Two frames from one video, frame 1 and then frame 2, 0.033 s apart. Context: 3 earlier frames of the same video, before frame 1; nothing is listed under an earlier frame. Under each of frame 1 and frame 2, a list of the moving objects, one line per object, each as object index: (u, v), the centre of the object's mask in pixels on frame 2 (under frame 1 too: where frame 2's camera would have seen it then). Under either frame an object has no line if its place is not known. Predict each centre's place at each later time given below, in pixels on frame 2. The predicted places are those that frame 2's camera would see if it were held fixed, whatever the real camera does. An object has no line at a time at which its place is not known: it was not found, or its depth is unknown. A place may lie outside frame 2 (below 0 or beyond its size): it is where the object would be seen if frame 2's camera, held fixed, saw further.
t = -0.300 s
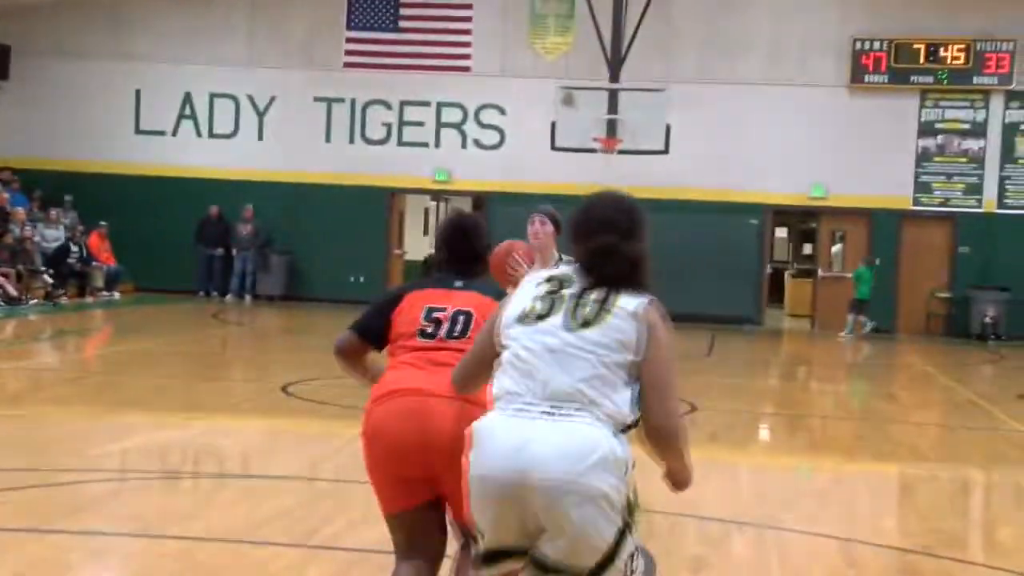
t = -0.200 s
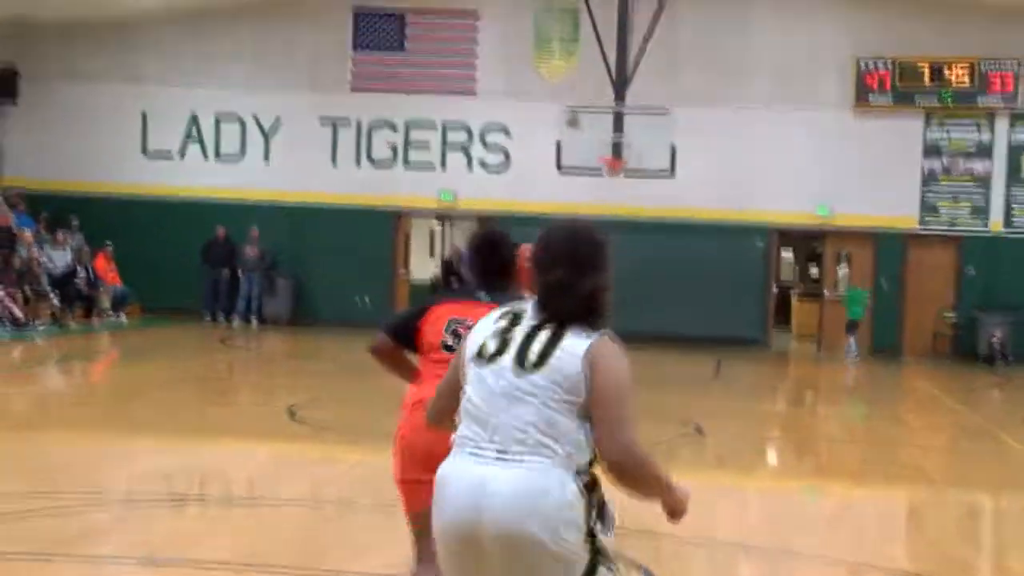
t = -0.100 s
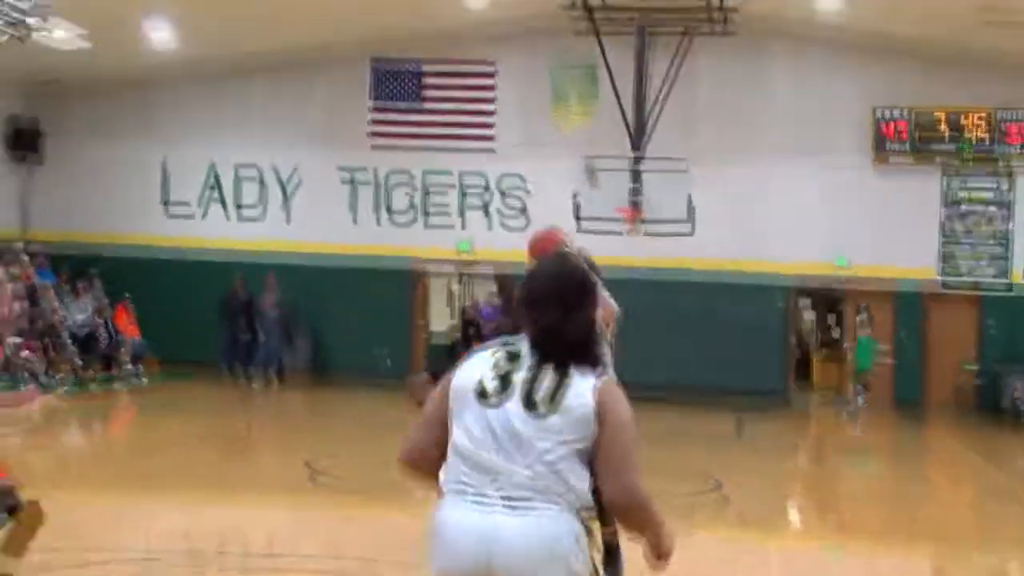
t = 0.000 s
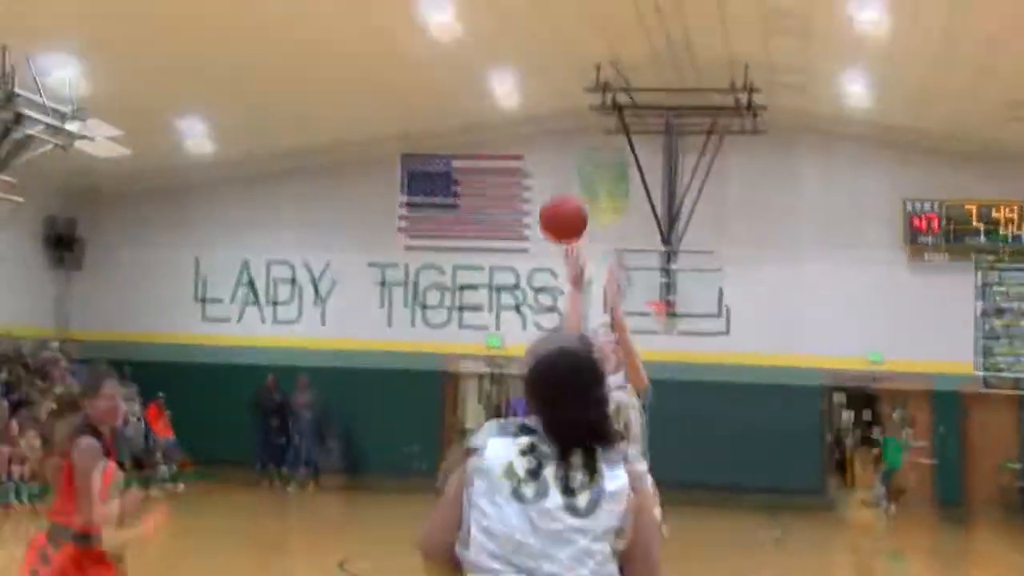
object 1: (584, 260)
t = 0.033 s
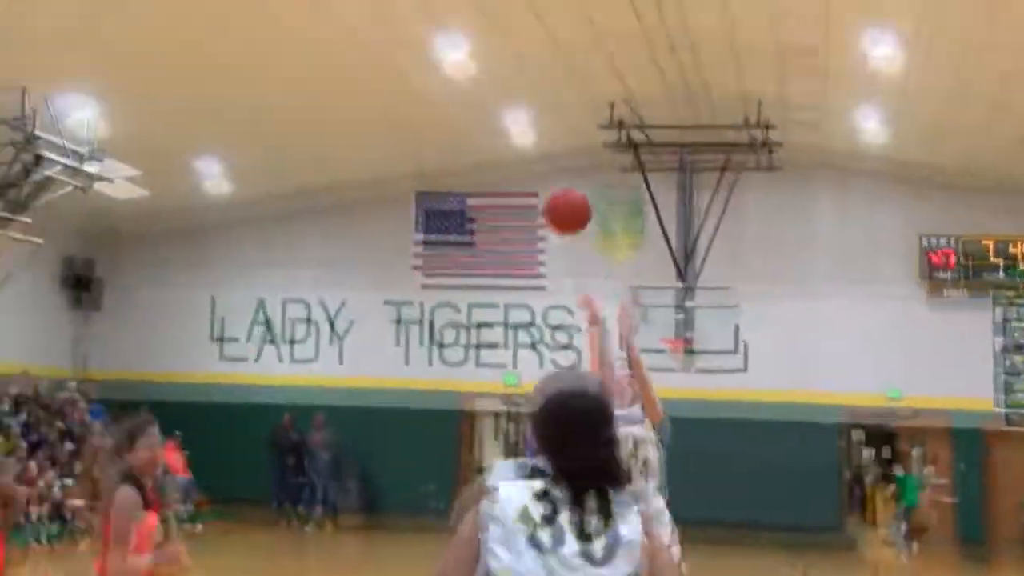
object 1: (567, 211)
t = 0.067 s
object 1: (555, 166)
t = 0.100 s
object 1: (543, 118)
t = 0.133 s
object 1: (530, 74)
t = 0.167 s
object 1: (518, 29)
